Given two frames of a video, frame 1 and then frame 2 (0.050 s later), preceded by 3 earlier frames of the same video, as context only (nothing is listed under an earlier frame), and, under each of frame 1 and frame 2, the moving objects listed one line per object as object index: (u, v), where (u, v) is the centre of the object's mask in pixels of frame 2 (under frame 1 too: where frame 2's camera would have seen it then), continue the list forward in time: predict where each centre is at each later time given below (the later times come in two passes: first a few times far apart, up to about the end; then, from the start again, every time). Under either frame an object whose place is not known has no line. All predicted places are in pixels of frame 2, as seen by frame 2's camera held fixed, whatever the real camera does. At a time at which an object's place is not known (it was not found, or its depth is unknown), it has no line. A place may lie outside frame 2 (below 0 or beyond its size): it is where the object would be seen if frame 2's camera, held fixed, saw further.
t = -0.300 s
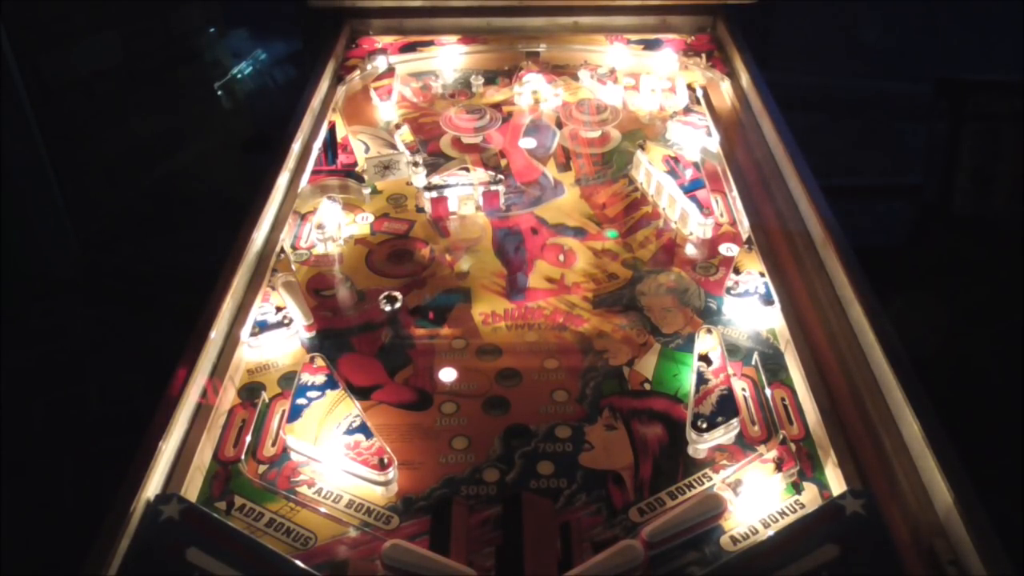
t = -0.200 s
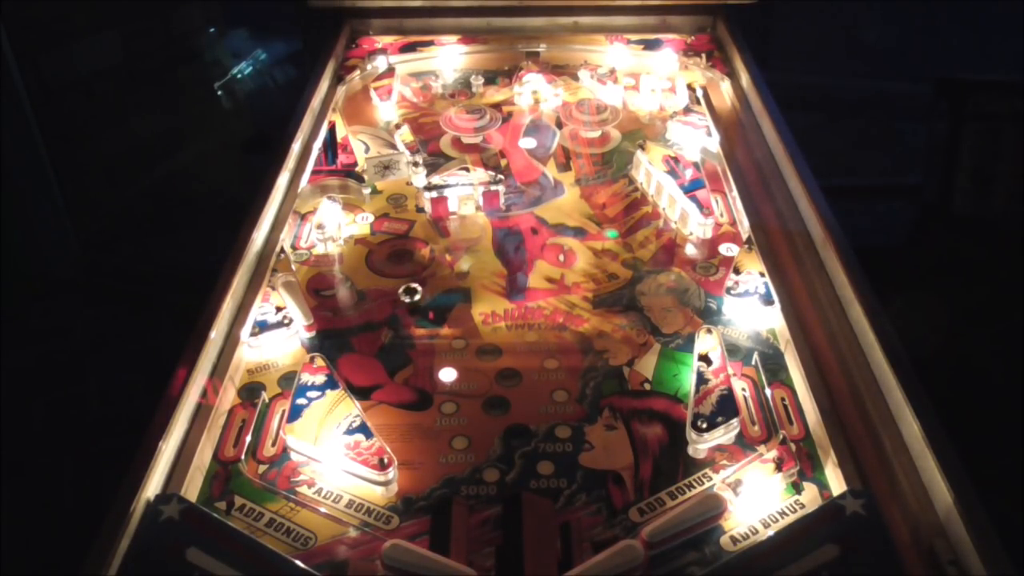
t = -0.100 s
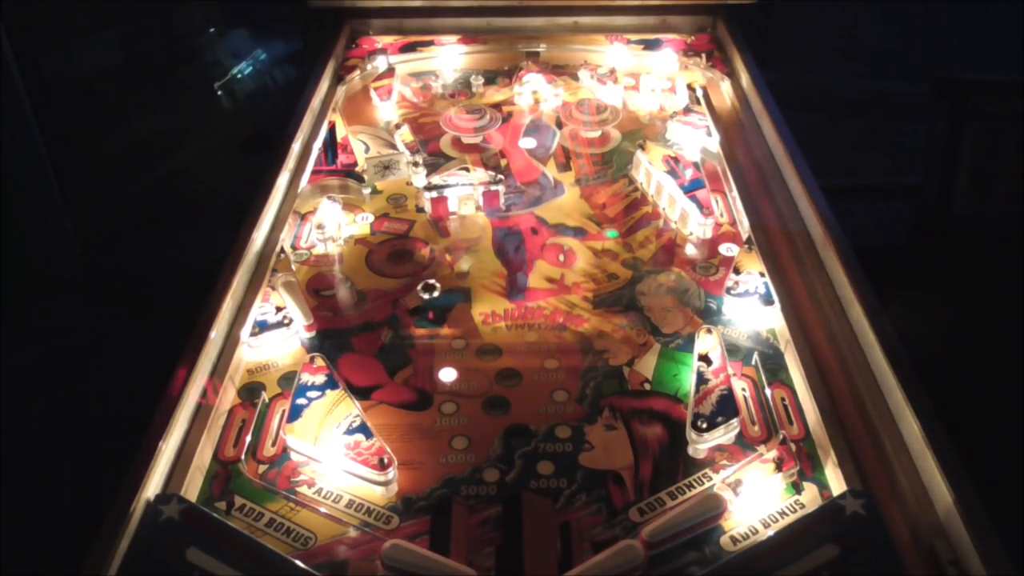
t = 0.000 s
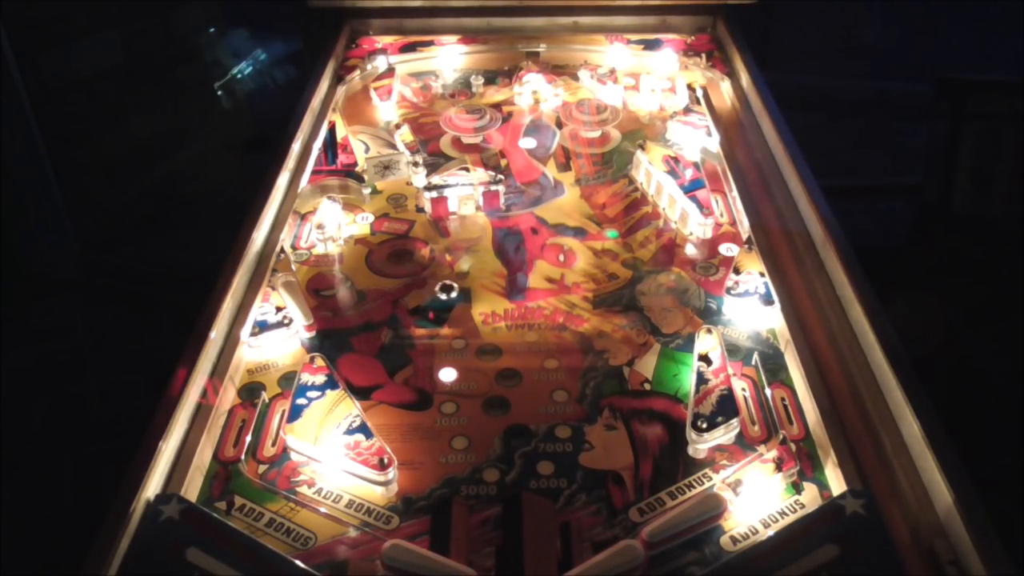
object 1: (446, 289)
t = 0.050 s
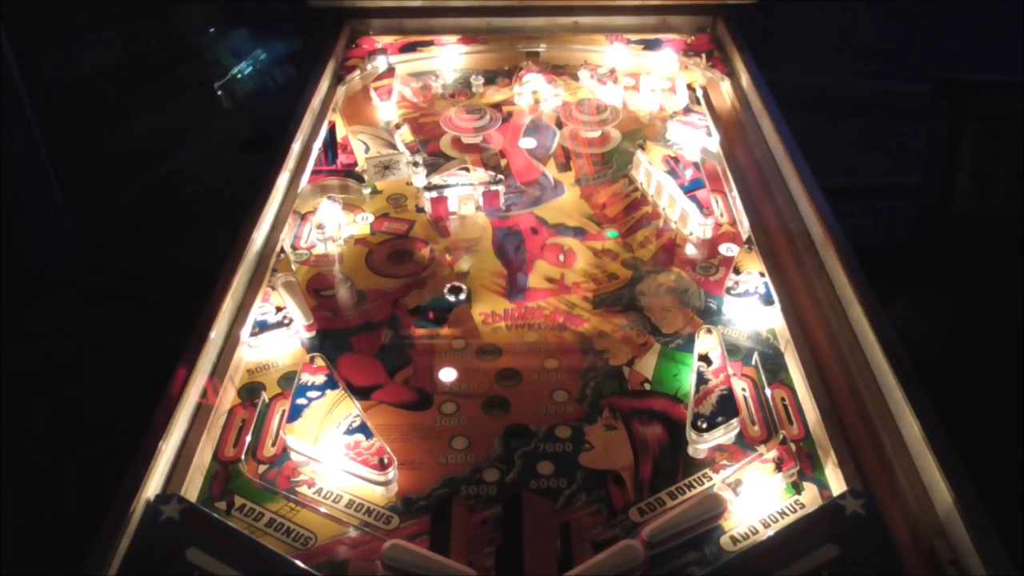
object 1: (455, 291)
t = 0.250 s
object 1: (487, 310)
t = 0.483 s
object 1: (528, 356)
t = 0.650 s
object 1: (560, 410)
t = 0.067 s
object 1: (458, 292)
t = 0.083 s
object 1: (461, 293)
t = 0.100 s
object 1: (463, 294)
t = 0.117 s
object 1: (466, 296)
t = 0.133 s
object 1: (465, 297)
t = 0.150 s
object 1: (467, 298)
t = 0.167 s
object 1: (469, 300)
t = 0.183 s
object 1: (473, 301)
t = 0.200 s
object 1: (480, 303)
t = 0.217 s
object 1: (482, 305)
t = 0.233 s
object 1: (485, 307)
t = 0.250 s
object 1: (487, 310)
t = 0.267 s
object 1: (491, 313)
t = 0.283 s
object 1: (494, 316)
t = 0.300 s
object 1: (497, 318)
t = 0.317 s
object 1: (500, 320)
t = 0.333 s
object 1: (502, 323)
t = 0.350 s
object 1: (505, 326)
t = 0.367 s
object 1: (508, 329)
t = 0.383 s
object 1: (511, 333)
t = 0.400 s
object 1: (514, 335)
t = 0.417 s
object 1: (517, 340)
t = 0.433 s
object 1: (520, 344)
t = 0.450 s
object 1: (523, 348)
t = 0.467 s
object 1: (526, 352)
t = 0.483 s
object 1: (528, 356)
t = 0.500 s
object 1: (532, 361)
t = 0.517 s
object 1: (535, 365)
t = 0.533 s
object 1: (538, 370)
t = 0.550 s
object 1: (541, 375)
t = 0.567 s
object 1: (544, 380)
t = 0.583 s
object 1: (547, 386)
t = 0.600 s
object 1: (550, 392)
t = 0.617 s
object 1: (553, 397)
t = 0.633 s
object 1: (557, 403)
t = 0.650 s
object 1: (560, 410)
